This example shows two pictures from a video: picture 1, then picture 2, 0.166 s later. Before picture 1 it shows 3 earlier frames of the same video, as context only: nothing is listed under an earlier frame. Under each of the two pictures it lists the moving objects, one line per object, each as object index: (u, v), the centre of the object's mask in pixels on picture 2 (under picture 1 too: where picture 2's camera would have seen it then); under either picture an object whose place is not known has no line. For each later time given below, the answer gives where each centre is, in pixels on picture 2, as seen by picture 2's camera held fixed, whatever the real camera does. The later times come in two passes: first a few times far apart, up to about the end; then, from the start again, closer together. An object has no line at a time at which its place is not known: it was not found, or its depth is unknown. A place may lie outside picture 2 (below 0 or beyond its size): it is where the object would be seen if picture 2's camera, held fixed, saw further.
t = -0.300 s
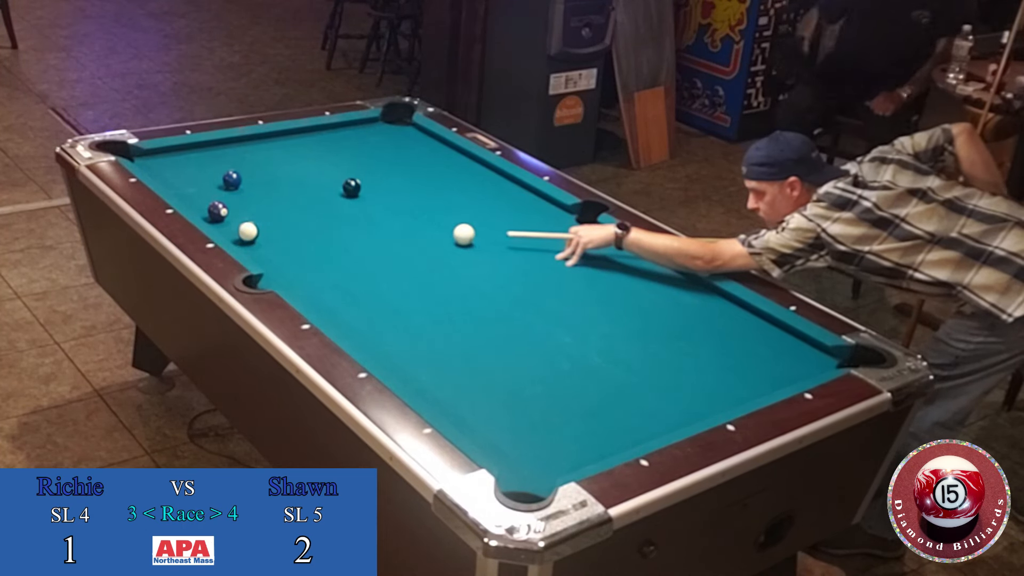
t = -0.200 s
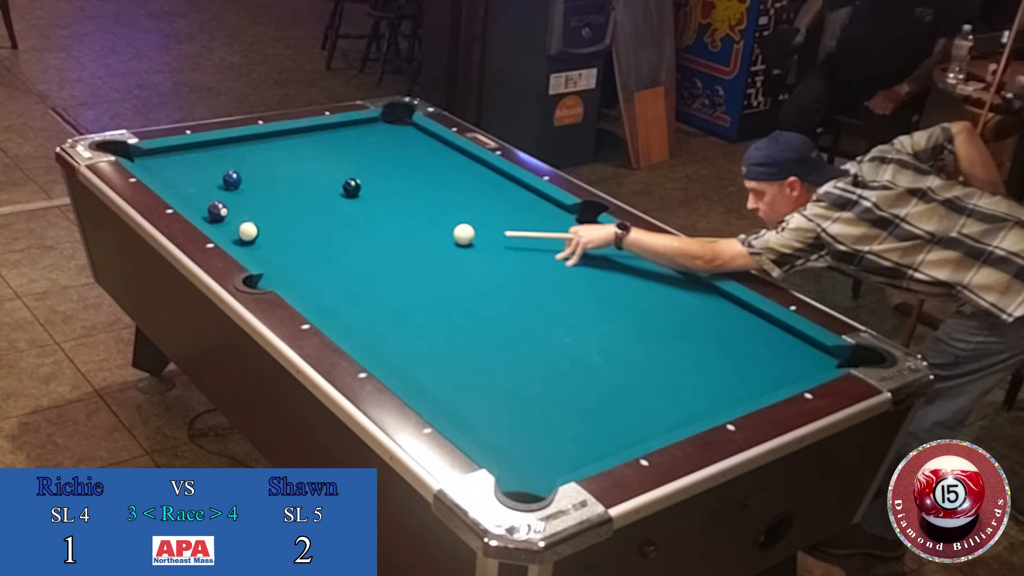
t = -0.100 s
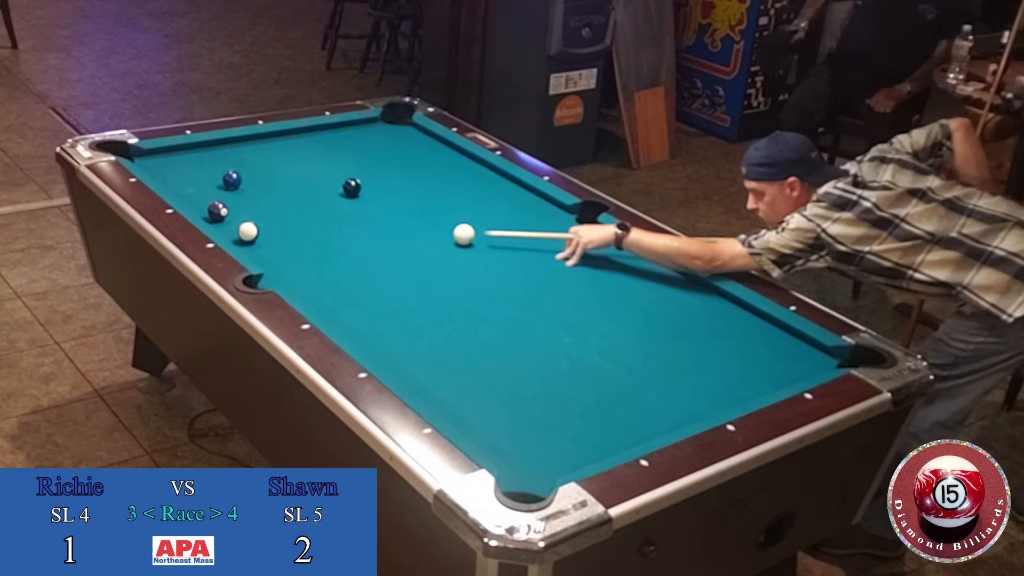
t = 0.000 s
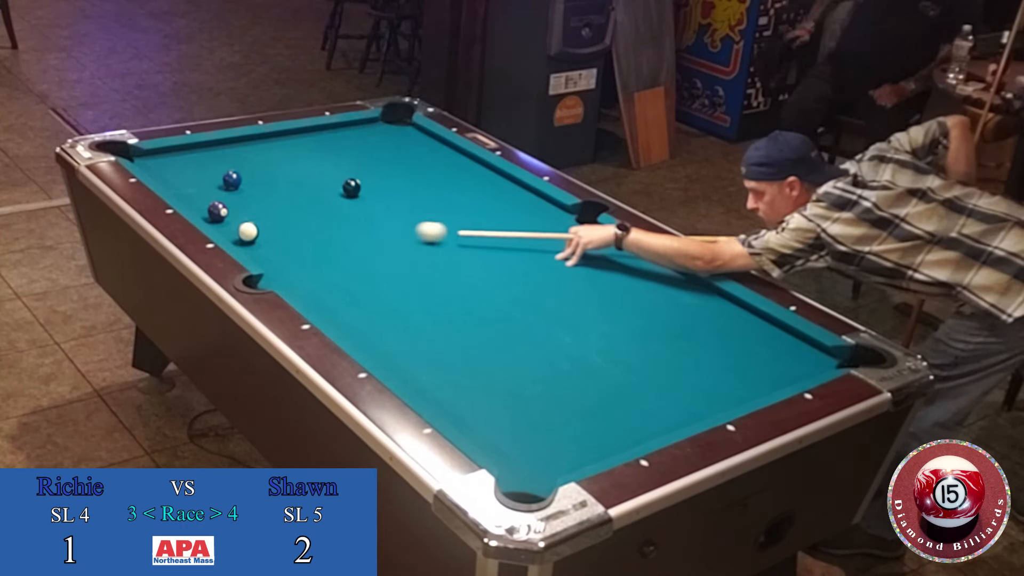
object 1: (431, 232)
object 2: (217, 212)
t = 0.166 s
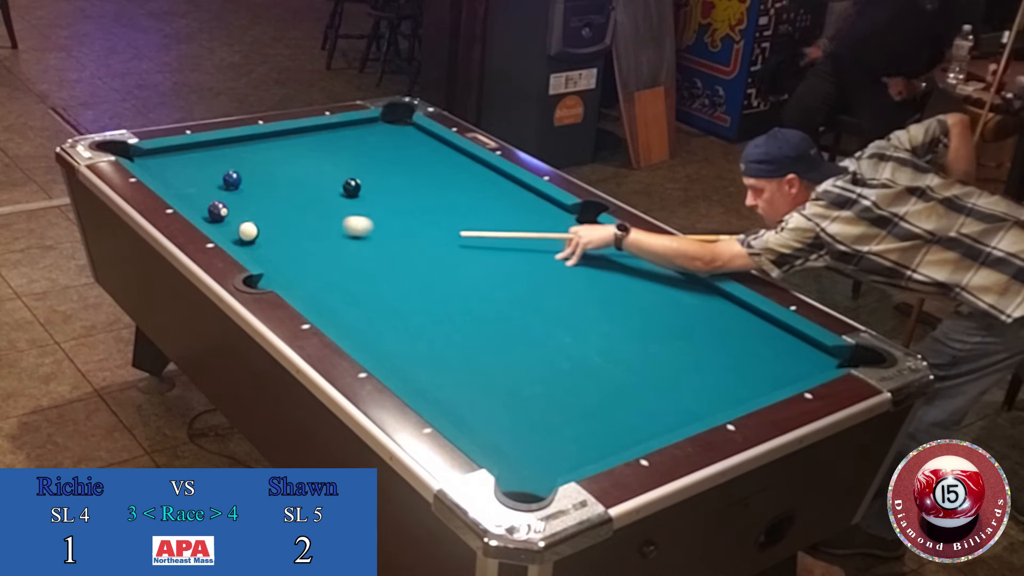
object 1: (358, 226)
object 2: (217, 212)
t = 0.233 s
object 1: (328, 224)
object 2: (217, 212)
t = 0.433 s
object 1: (240, 217)
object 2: (217, 212)
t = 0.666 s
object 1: (230, 219)
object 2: (187, 196)
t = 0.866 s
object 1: (256, 215)
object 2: (172, 185)
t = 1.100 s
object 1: (283, 214)
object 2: (163, 174)
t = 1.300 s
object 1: (304, 212)
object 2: (156, 165)
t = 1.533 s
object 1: (326, 210)
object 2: (149, 156)
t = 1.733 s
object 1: (344, 208)
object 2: (150, 156)
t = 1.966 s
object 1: (362, 207)
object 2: (152, 159)
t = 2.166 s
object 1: (376, 205)
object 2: (154, 162)
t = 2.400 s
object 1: (391, 204)
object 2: (156, 165)
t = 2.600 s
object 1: (401, 203)
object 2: (157, 166)
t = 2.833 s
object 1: (412, 203)
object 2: (158, 167)
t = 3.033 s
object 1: (419, 202)
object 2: (160, 168)
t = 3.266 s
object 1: (426, 202)
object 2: (160, 168)
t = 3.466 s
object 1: (430, 202)
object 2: (160, 168)
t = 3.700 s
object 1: (432, 201)
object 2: (160, 168)
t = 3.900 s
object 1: (433, 201)
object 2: (160, 168)
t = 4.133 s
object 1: (433, 201)
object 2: (160, 168)
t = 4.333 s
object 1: (433, 201)
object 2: (160, 168)
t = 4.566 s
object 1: (433, 201)
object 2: (160, 168)
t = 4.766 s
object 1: (433, 201)
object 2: (160, 168)
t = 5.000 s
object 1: (433, 201)
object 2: (160, 168)
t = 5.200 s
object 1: (433, 201)
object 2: (160, 168)
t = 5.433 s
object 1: (433, 201)
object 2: (160, 168)
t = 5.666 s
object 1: (433, 201)
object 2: (160, 168)
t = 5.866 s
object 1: (433, 201)
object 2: (160, 168)
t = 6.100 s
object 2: (160, 168)
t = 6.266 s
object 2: (160, 168)
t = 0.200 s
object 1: (343, 225)
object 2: (217, 212)
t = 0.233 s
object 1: (328, 224)
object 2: (217, 212)
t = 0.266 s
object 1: (314, 223)
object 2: (217, 212)
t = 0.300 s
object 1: (299, 222)
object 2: (217, 212)
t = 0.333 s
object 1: (285, 221)
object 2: (217, 212)
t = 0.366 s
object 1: (270, 220)
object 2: (217, 212)
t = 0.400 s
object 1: (257, 217)
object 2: (217, 212)
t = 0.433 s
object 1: (240, 217)
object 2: (217, 212)
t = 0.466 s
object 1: (229, 217)
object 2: (213, 210)
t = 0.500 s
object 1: (222, 219)
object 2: (208, 207)
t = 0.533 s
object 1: (215, 219)
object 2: (203, 204)
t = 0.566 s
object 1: (217, 219)
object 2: (199, 203)
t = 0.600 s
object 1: (221, 220)
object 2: (194, 200)
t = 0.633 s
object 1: (225, 220)
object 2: (191, 198)
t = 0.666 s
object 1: (230, 219)
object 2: (187, 196)
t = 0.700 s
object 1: (234, 218)
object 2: (183, 194)
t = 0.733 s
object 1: (238, 217)
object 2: (179, 191)
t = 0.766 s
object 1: (242, 216)
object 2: (177, 190)
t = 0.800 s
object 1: (247, 215)
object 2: (175, 188)
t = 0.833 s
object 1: (252, 215)
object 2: (174, 187)
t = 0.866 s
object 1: (256, 215)
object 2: (172, 185)
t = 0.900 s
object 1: (260, 216)
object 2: (171, 183)
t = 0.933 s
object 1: (264, 216)
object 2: (170, 181)
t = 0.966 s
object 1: (267, 215)
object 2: (168, 180)
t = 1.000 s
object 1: (271, 215)
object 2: (167, 179)
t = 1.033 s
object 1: (275, 215)
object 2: (166, 177)
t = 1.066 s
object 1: (279, 214)
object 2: (164, 176)
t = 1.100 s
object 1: (283, 214)
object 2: (163, 174)
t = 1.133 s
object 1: (286, 214)
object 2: (162, 172)
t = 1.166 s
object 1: (290, 213)
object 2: (161, 171)
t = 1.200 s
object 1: (294, 213)
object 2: (160, 170)
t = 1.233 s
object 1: (297, 213)
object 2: (158, 168)
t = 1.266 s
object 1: (300, 213)
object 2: (157, 167)
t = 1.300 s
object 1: (304, 212)
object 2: (156, 165)
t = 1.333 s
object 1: (307, 212)
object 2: (155, 164)
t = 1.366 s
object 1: (311, 211)
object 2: (154, 162)
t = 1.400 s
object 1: (314, 211)
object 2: (153, 160)
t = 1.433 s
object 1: (317, 211)
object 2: (151, 160)
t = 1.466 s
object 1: (320, 211)
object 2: (151, 159)
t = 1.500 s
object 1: (323, 210)
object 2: (150, 157)
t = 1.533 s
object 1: (326, 210)
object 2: (149, 156)
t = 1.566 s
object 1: (329, 210)
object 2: (146, 155)
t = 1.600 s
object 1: (332, 209)
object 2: (148, 155)
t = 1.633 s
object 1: (335, 209)
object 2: (149, 155)
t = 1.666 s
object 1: (338, 209)
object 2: (150, 155)
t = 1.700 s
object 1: (341, 209)
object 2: (150, 156)
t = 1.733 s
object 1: (344, 208)
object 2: (150, 156)
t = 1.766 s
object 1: (347, 208)
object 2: (150, 157)
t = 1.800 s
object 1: (349, 208)
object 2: (151, 157)
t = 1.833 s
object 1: (352, 208)
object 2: (151, 158)
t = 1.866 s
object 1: (355, 207)
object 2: (151, 158)
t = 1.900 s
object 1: (357, 207)
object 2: (152, 159)
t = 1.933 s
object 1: (360, 207)
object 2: (152, 159)
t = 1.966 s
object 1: (362, 207)
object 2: (152, 159)
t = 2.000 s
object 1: (365, 207)
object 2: (153, 160)
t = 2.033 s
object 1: (367, 206)
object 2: (153, 160)
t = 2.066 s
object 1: (369, 206)
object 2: (153, 160)
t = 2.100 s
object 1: (372, 206)
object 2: (154, 161)
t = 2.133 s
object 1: (374, 206)
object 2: (154, 161)
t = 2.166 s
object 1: (376, 205)
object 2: (154, 162)
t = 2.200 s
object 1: (379, 205)
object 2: (155, 162)
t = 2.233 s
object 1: (381, 205)
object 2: (155, 162)
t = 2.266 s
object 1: (383, 205)
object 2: (155, 163)
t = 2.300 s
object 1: (385, 205)
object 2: (156, 164)
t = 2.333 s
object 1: (387, 205)
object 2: (156, 164)
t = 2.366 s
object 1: (389, 204)
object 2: (156, 164)
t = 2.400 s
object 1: (391, 204)
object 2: (156, 165)
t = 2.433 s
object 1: (393, 204)
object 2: (156, 165)
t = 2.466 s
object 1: (394, 204)
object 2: (157, 165)
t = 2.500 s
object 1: (396, 204)
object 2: (157, 165)
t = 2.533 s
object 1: (398, 204)
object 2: (157, 166)
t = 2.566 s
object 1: (400, 203)
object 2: (157, 166)
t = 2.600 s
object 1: (401, 203)
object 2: (157, 166)
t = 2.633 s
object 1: (403, 203)
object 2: (158, 166)
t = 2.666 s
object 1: (404, 203)
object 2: (158, 166)
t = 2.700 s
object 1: (406, 203)
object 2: (158, 167)
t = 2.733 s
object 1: (407, 203)
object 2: (158, 167)
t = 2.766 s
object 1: (409, 203)
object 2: (158, 167)
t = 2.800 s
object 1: (410, 203)
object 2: (158, 167)
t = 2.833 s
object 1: (412, 203)
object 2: (158, 167)
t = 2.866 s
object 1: (413, 202)
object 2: (159, 167)
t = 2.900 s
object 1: (414, 202)
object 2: (159, 167)
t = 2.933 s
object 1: (415, 202)
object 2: (159, 167)
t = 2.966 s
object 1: (417, 202)
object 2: (159, 167)
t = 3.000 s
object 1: (418, 202)
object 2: (159, 168)
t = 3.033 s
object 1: (419, 202)
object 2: (160, 168)
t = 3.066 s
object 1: (420, 202)
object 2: (160, 168)
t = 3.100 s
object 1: (421, 202)
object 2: (160, 168)
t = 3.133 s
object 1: (422, 202)
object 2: (160, 168)
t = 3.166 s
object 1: (423, 202)
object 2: (160, 168)
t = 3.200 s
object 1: (424, 202)
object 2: (160, 168)
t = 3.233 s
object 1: (425, 202)
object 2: (160, 168)
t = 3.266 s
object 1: (426, 202)
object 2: (160, 168)
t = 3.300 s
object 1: (427, 202)
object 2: (160, 168)
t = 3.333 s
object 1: (427, 202)
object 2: (160, 168)
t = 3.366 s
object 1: (428, 202)
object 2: (160, 168)
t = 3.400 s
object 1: (429, 202)
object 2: (160, 168)
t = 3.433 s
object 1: (429, 202)
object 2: (160, 168)
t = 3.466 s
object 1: (430, 202)
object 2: (160, 168)
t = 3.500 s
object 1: (430, 202)
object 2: (160, 168)
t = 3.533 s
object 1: (431, 202)
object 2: (160, 168)
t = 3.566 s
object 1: (431, 202)
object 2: (160, 168)
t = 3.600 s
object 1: (432, 201)
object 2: (160, 168)
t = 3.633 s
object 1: (432, 201)
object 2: (160, 168)
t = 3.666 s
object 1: (432, 201)
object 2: (160, 168)
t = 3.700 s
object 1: (432, 201)
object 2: (160, 168)
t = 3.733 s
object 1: (433, 201)
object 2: (160, 168)
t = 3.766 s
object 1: (433, 201)
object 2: (160, 168)
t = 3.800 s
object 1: (433, 201)
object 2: (160, 168)
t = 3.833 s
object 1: (433, 201)
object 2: (160, 168)
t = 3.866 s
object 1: (433, 201)
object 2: (160, 168)
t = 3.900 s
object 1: (433, 201)
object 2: (160, 168)
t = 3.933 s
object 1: (433, 201)
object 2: (160, 168)
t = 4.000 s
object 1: (433, 201)
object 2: (160, 168)
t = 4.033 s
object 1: (433, 201)
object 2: (160, 168)
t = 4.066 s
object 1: (433, 201)
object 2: (160, 168)
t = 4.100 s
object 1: (433, 201)
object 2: (160, 168)
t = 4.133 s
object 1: (433, 201)
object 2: (160, 168)
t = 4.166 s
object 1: (433, 201)
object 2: (160, 168)
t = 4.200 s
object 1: (433, 201)
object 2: (160, 168)
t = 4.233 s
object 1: (433, 201)
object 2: (160, 168)
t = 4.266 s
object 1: (433, 201)
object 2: (160, 168)
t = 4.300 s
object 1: (433, 201)
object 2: (160, 168)
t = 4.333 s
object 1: (433, 201)
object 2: (160, 168)
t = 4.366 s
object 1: (433, 201)
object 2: (160, 168)
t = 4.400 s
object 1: (433, 201)
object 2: (160, 168)
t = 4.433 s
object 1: (433, 201)
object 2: (160, 168)
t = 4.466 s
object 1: (433, 201)
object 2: (160, 168)
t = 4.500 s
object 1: (433, 201)
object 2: (160, 168)
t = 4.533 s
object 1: (433, 201)
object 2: (160, 168)
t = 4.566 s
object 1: (433, 201)
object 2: (160, 168)
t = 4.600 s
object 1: (433, 201)
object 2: (160, 168)
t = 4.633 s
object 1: (433, 201)
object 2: (160, 168)
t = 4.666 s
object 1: (433, 201)
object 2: (160, 168)
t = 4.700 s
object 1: (433, 201)
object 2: (160, 168)
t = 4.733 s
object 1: (433, 201)
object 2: (160, 168)
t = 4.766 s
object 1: (433, 201)
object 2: (160, 168)
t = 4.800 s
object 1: (433, 201)
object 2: (160, 168)
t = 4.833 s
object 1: (433, 201)
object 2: (160, 168)
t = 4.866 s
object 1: (433, 201)
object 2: (160, 168)
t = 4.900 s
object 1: (433, 201)
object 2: (160, 168)
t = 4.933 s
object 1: (433, 201)
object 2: (160, 168)
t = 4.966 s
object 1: (433, 201)
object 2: (160, 168)
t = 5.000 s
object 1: (433, 201)
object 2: (160, 168)
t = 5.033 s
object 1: (433, 201)
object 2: (160, 168)
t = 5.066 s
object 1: (433, 201)
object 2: (160, 168)
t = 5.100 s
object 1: (433, 201)
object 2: (160, 168)
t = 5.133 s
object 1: (433, 201)
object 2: (160, 168)
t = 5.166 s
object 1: (433, 201)
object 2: (160, 168)
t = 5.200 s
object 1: (433, 201)
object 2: (160, 168)
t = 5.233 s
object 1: (433, 201)
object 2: (160, 168)
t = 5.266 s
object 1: (433, 201)
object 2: (160, 168)
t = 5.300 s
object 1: (433, 201)
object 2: (160, 168)
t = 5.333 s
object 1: (433, 201)
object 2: (160, 168)
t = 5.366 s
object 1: (433, 201)
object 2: (160, 168)
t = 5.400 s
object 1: (433, 201)
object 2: (160, 168)
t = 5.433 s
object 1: (433, 201)
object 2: (160, 168)
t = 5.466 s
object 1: (433, 201)
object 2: (160, 168)
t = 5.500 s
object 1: (433, 201)
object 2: (160, 168)
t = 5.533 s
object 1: (433, 201)
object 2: (160, 168)
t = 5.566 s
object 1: (433, 201)
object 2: (160, 168)
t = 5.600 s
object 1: (433, 201)
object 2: (160, 168)
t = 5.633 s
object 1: (433, 201)
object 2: (160, 168)
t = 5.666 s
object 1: (433, 201)
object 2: (160, 168)
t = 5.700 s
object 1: (433, 201)
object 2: (160, 168)
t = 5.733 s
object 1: (433, 201)
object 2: (160, 168)
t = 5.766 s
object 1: (433, 201)
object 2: (160, 168)
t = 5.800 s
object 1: (433, 201)
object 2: (160, 168)
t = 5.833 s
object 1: (433, 201)
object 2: (160, 168)
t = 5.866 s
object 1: (433, 201)
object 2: (160, 168)
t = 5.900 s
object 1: (433, 201)
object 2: (160, 168)
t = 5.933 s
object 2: (160, 168)
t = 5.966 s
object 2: (160, 168)
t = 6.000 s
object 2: (160, 168)
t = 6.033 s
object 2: (160, 168)
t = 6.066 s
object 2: (160, 168)
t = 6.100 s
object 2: (160, 168)
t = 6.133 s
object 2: (160, 168)
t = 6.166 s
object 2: (160, 168)
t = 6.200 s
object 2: (160, 168)
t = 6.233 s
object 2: (160, 168)
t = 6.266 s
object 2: (160, 168)
